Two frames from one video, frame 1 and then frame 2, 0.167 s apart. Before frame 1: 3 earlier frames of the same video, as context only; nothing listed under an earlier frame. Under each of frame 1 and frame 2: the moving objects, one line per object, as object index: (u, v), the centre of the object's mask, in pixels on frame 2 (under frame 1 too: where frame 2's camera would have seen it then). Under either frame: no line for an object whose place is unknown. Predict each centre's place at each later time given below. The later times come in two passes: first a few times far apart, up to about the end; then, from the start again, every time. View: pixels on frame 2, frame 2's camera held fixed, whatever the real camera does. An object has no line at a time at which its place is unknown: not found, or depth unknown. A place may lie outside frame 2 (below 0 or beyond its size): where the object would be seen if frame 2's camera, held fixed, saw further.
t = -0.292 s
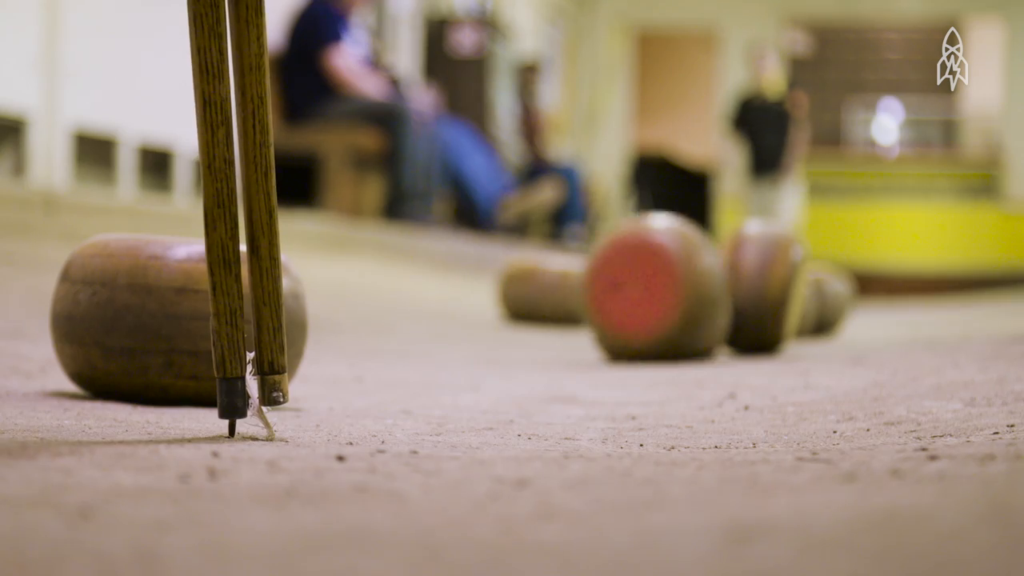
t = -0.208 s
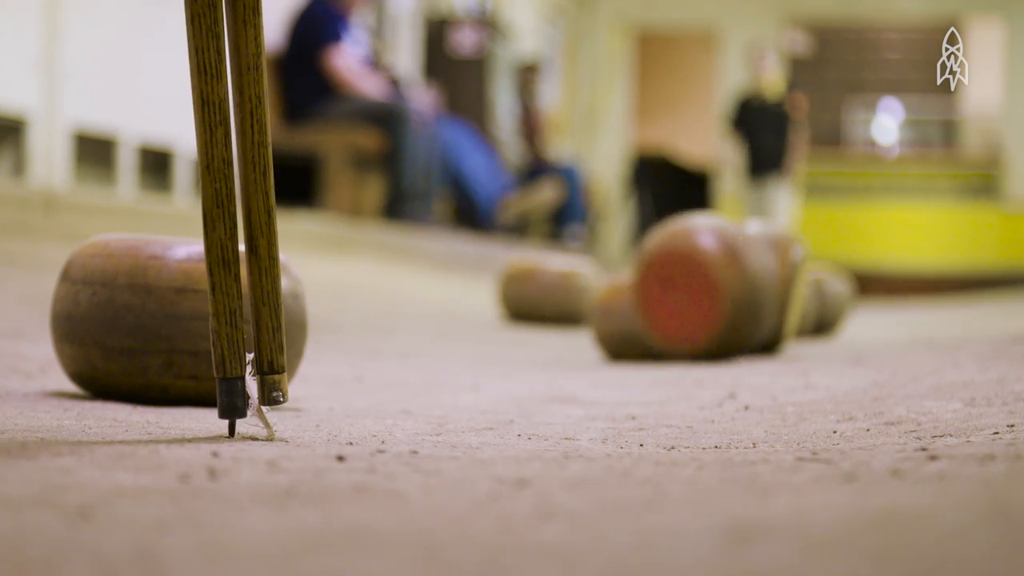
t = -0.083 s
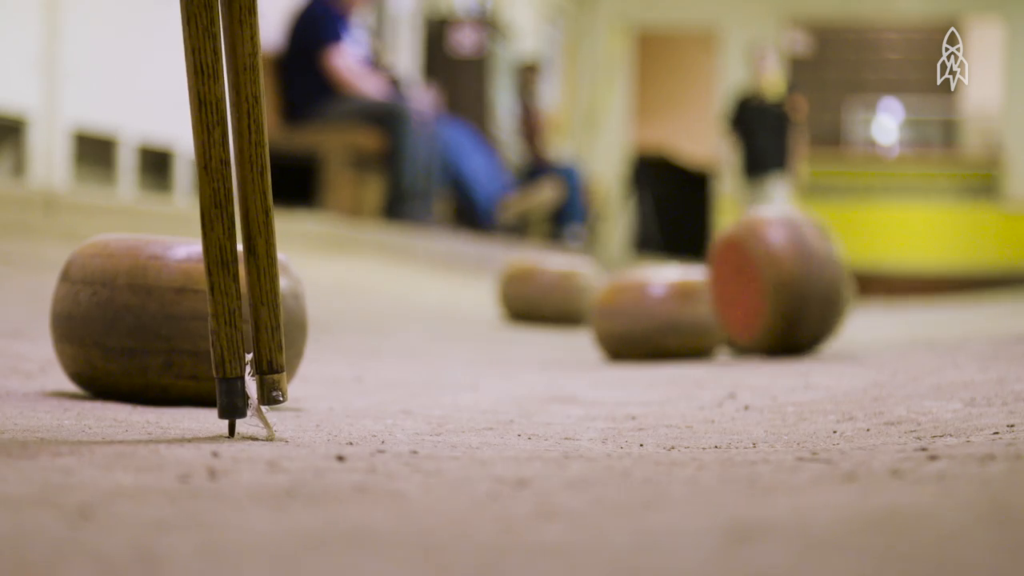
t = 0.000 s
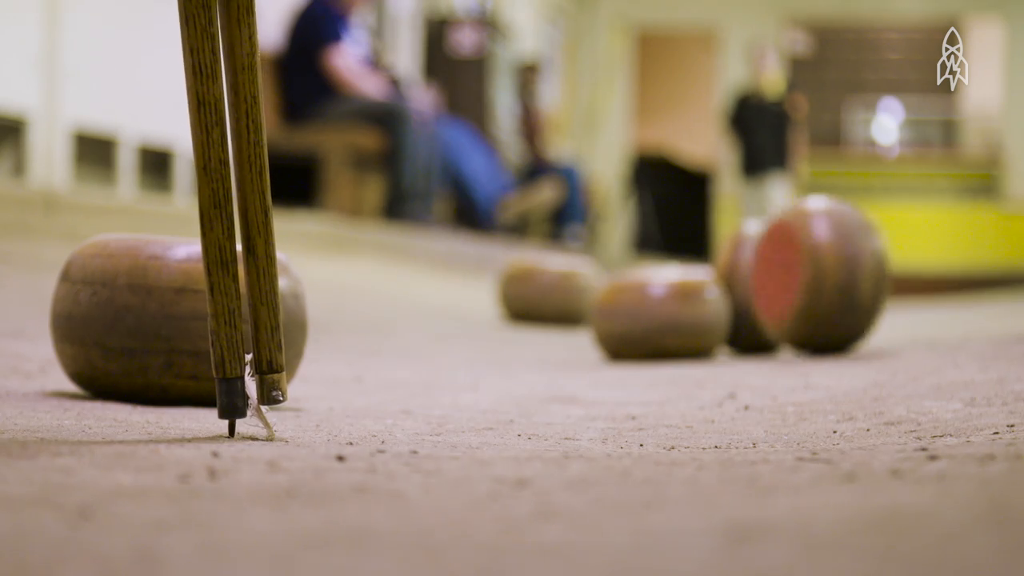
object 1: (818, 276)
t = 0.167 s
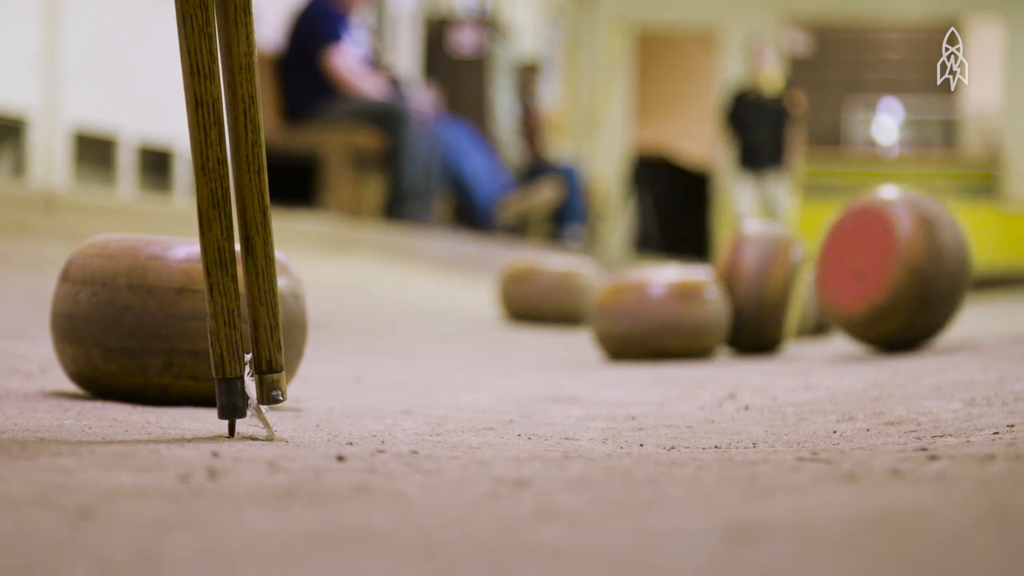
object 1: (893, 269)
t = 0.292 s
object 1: (930, 263)
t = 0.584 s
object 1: (940, 267)
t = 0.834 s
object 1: (863, 273)
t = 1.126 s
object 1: (681, 285)
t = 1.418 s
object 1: (461, 283)
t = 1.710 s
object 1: (263, 224)
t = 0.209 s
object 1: (908, 267)
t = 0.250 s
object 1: (920, 265)
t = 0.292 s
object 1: (930, 263)
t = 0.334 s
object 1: (939, 263)
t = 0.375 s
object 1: (945, 264)
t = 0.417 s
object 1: (948, 264)
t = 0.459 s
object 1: (950, 265)
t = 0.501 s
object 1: (949, 265)
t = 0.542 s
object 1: (946, 267)
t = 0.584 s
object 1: (940, 267)
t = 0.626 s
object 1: (933, 266)
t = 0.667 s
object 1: (924, 268)
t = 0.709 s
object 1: (912, 270)
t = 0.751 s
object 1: (899, 271)
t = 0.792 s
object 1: (882, 273)
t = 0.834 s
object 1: (863, 273)
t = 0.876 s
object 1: (840, 277)
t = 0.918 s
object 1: (817, 280)
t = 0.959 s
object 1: (793, 282)
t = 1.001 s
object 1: (767, 283)
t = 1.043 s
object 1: (740, 282)
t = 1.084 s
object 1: (713, 283)
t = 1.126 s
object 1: (681, 285)
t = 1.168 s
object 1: (654, 285)
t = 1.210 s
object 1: (623, 286)
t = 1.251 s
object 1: (592, 286)
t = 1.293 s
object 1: (561, 286)
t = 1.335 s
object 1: (526, 287)
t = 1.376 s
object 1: (494, 285)
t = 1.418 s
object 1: (461, 283)
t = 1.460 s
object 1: (428, 283)
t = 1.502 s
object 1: (396, 281)
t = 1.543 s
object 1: (372, 276)
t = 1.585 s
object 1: (348, 269)
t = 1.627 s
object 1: (324, 257)
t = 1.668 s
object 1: (295, 240)
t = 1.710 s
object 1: (263, 224)
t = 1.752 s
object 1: (224, 210)
